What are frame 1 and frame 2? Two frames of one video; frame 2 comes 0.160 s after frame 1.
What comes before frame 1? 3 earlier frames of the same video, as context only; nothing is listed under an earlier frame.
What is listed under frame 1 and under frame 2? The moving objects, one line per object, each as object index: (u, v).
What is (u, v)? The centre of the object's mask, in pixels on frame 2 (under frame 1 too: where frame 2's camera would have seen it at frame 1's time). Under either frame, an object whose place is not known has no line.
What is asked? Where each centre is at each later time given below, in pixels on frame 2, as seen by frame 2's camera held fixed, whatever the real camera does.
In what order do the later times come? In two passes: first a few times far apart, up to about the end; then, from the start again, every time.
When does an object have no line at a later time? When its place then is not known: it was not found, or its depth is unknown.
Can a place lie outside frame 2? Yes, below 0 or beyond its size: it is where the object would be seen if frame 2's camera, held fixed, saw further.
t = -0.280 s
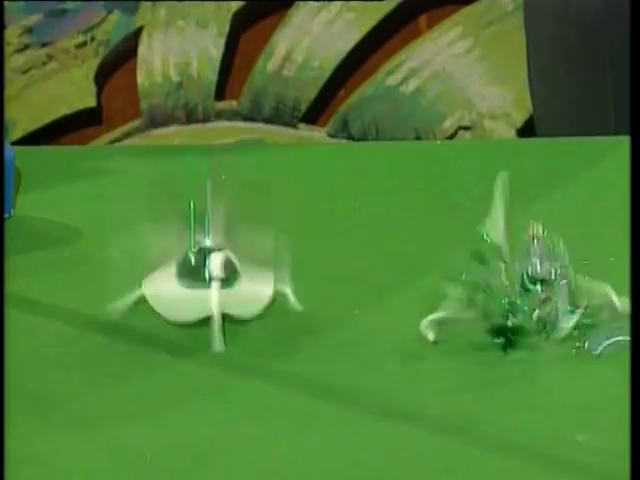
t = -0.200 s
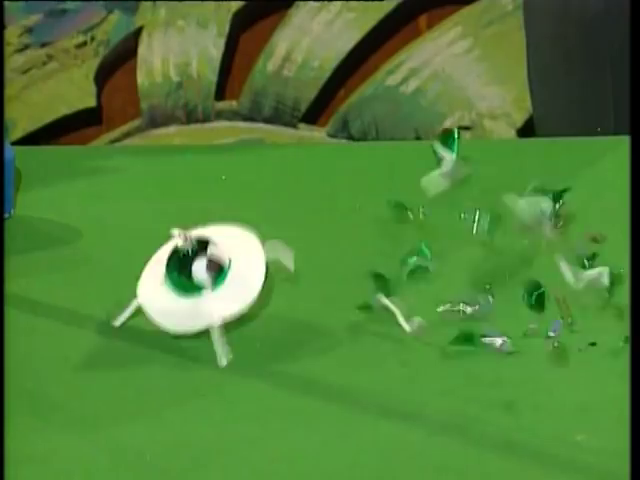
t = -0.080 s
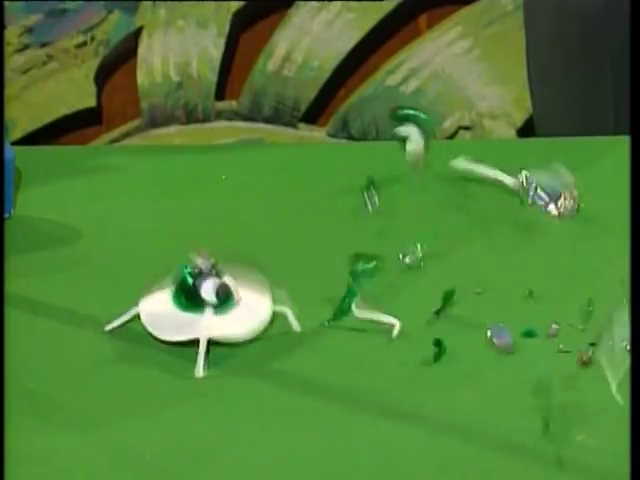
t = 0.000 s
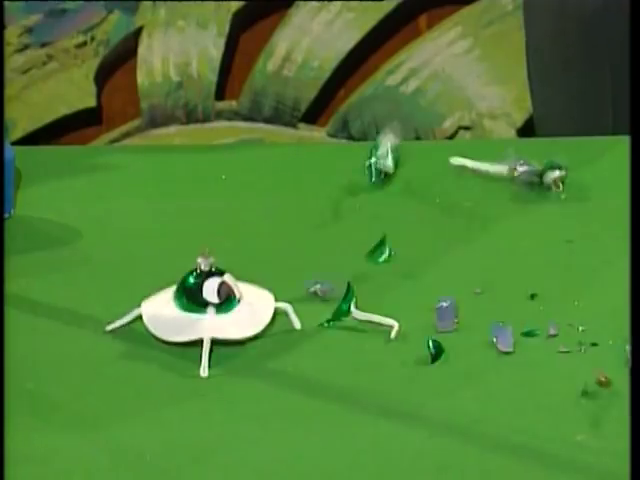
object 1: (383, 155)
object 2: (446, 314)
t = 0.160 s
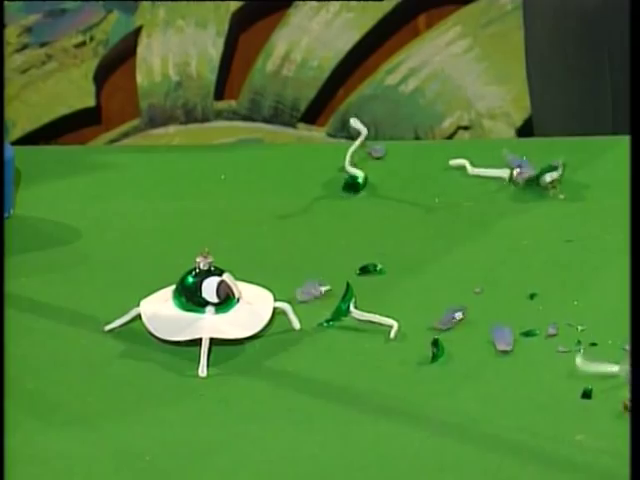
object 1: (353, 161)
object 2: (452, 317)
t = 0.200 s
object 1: (356, 157)
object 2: (451, 318)
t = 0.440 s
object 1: (362, 161)
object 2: (455, 318)
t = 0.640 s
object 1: (363, 161)
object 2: (453, 318)
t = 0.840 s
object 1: (363, 161)
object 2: (454, 318)
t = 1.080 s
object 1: (363, 161)
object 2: (452, 319)
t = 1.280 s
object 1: (363, 161)
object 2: (452, 320)
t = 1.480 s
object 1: (363, 161)
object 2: (451, 320)
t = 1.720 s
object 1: (363, 162)
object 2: (451, 320)
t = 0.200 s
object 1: (356, 157)
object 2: (451, 318)
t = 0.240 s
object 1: (359, 159)
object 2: (452, 319)
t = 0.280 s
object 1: (362, 160)
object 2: (455, 319)
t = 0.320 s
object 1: (364, 162)
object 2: (454, 318)
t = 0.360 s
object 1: (365, 162)
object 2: (453, 318)
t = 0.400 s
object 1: (363, 161)
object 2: (455, 318)
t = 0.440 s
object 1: (362, 161)
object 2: (455, 318)
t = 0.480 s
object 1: (362, 161)
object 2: (453, 319)
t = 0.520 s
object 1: (363, 161)
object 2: (453, 319)
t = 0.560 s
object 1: (363, 161)
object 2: (454, 319)
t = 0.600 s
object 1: (363, 161)
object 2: (453, 319)
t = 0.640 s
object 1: (363, 161)
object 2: (453, 318)
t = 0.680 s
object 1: (363, 161)
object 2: (453, 318)
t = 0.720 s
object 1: (363, 161)
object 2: (453, 319)
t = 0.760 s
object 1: (363, 161)
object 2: (454, 318)
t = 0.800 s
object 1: (363, 161)
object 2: (454, 318)
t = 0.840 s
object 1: (363, 161)
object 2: (454, 318)
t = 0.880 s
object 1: (363, 161)
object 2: (454, 318)
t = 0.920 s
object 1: (363, 161)
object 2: (454, 318)
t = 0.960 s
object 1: (363, 161)
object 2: (454, 318)
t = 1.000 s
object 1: (363, 161)
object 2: (452, 319)
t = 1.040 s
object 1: (363, 161)
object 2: (452, 319)
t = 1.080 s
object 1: (363, 161)
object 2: (452, 319)
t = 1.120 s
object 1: (363, 161)
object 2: (452, 320)
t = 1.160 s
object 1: (363, 161)
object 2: (452, 320)
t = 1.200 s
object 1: (363, 161)
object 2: (454, 318)
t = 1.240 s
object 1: (363, 161)
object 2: (453, 320)
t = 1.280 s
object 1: (363, 161)
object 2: (452, 320)
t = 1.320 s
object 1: (363, 161)
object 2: (452, 320)
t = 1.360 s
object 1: (363, 161)
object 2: (454, 318)
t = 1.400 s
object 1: (363, 161)
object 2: (454, 318)
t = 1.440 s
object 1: (363, 161)
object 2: (453, 319)
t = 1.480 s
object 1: (363, 161)
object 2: (451, 320)
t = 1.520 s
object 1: (363, 161)
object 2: (453, 319)
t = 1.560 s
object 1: (363, 161)
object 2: (453, 318)
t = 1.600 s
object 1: (363, 162)
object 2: (453, 318)
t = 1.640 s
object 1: (363, 162)
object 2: (453, 319)
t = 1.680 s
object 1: (363, 162)
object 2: (453, 318)
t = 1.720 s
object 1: (363, 162)
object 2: (451, 320)
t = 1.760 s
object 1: (363, 162)
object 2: (453, 318)
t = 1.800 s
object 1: (363, 162)
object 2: (451, 320)
